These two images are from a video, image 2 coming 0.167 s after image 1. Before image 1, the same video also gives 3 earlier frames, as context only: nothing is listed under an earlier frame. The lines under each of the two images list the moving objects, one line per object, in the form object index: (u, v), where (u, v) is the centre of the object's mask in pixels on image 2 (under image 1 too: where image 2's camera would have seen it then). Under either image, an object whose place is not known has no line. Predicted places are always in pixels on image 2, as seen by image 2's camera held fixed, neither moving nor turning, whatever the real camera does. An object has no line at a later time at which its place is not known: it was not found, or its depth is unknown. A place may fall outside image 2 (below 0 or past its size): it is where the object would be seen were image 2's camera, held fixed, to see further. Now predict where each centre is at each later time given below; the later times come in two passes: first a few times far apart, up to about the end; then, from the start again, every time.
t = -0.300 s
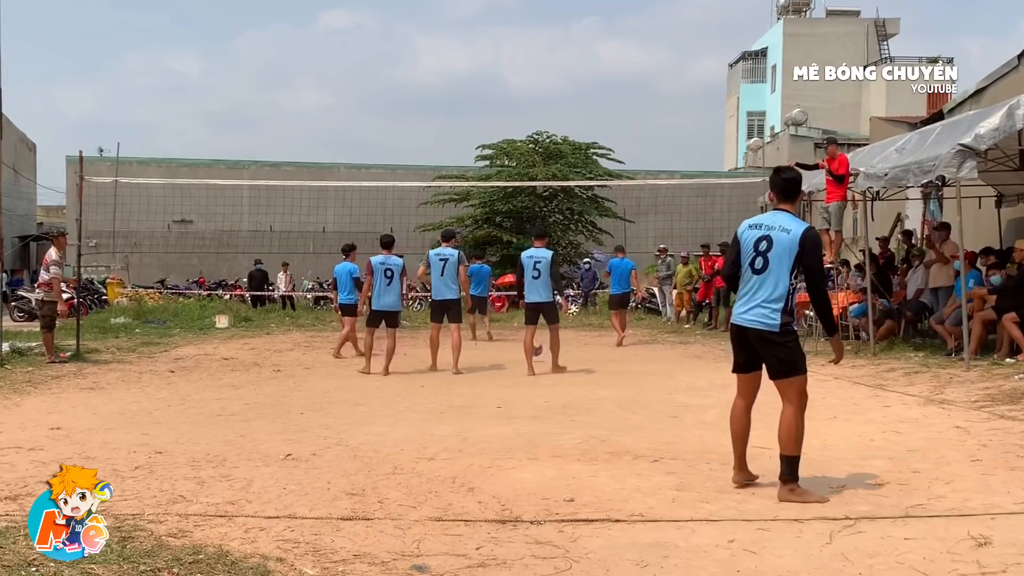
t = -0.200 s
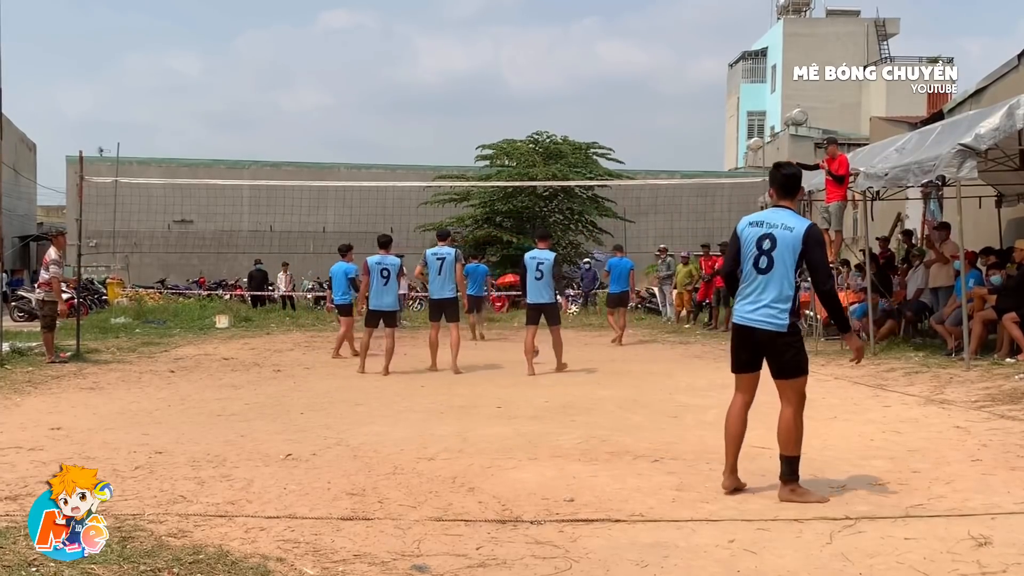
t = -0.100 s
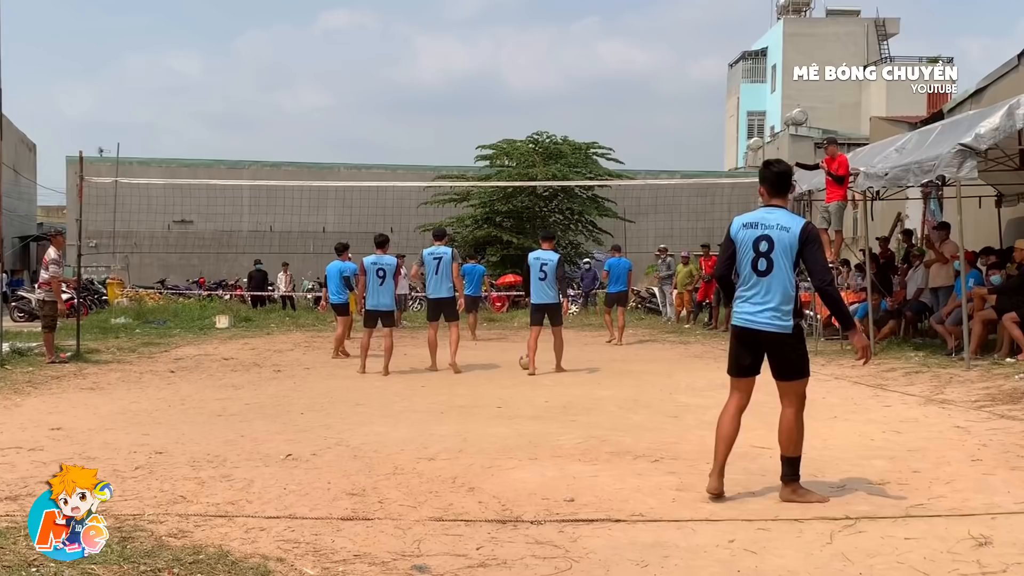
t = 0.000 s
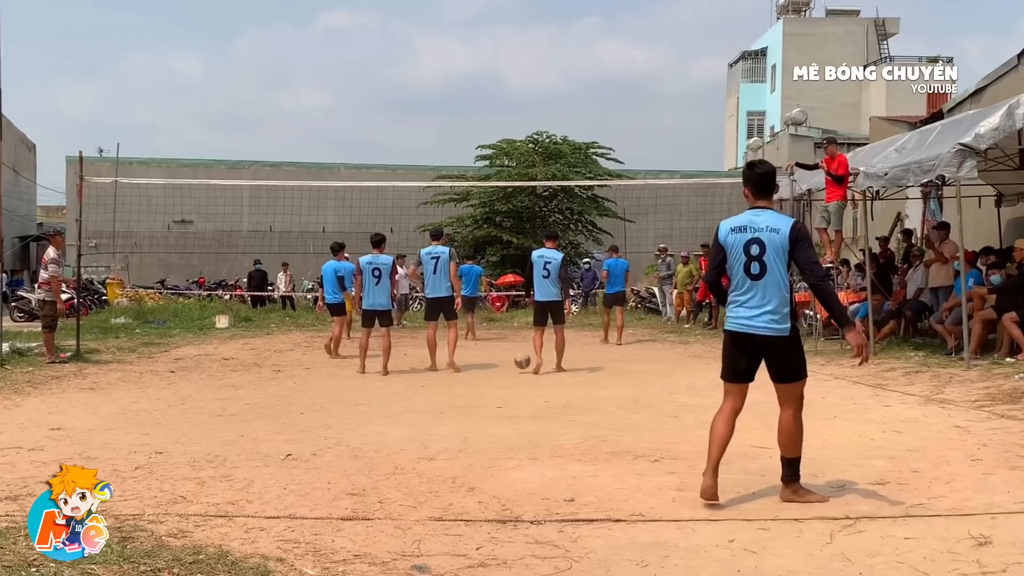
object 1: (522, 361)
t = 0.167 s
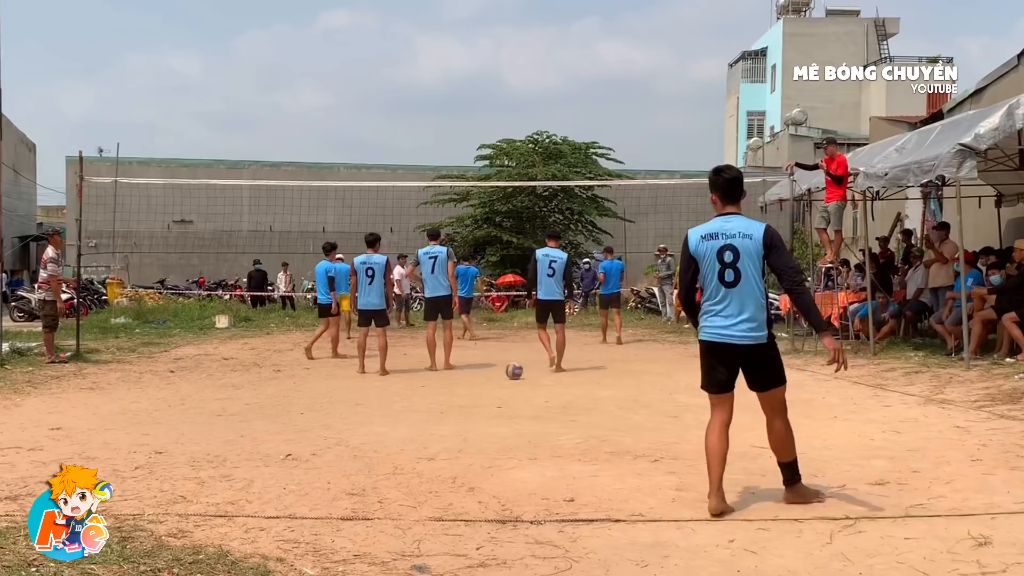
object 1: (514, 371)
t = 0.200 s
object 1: (512, 372)
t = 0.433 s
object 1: (497, 380)
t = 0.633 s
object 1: (481, 393)
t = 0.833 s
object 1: (460, 406)
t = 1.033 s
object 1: (436, 415)
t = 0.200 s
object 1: (512, 372)
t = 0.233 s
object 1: (510, 373)
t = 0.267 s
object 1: (509, 375)
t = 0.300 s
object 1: (507, 377)
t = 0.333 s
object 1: (505, 378)
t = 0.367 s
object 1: (502, 377)
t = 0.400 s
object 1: (500, 378)
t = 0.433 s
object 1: (497, 380)
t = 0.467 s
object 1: (495, 383)
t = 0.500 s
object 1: (492, 386)
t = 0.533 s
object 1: (489, 387)
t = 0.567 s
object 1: (487, 389)
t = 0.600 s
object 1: (484, 391)
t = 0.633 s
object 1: (481, 393)
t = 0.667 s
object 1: (477, 395)
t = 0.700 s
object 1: (475, 397)
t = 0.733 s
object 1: (471, 399)
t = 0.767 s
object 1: (468, 401)
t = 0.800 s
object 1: (464, 404)
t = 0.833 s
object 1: (460, 406)
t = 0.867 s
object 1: (456, 407)
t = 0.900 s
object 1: (452, 408)
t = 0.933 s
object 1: (448, 411)
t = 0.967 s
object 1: (443, 416)
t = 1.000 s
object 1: (439, 415)
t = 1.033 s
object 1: (436, 415)
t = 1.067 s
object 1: (431, 415)
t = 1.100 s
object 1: (426, 417)
